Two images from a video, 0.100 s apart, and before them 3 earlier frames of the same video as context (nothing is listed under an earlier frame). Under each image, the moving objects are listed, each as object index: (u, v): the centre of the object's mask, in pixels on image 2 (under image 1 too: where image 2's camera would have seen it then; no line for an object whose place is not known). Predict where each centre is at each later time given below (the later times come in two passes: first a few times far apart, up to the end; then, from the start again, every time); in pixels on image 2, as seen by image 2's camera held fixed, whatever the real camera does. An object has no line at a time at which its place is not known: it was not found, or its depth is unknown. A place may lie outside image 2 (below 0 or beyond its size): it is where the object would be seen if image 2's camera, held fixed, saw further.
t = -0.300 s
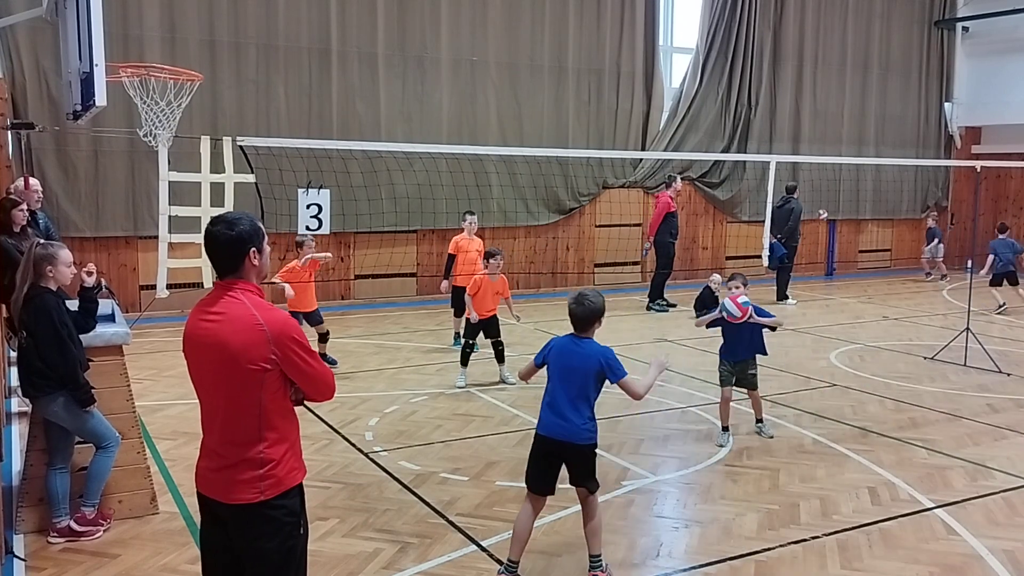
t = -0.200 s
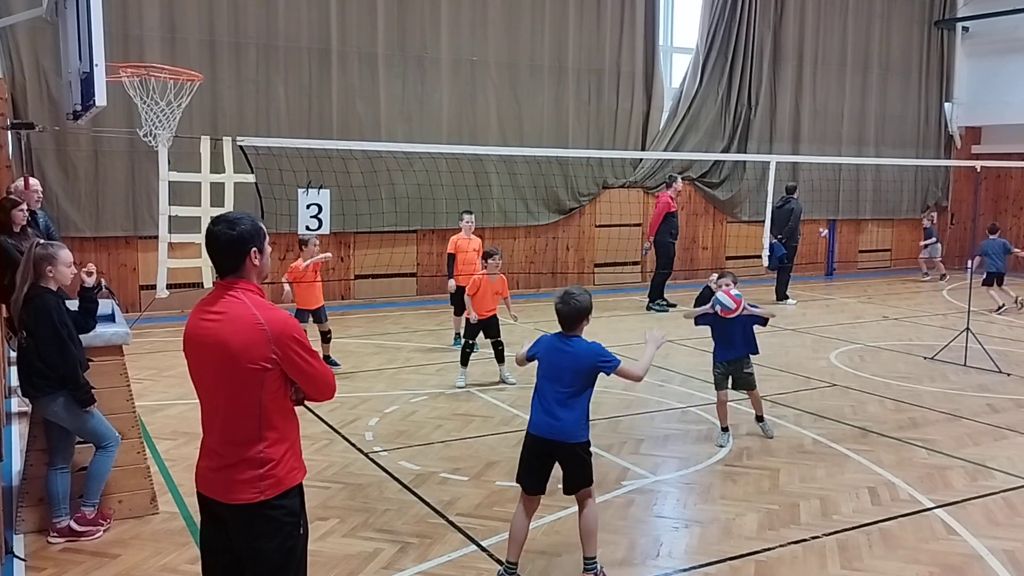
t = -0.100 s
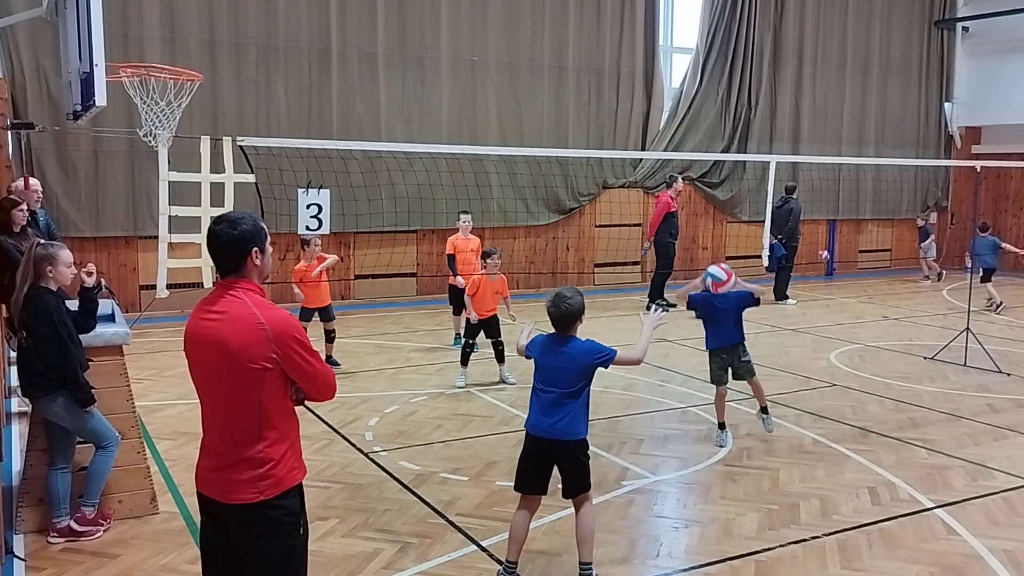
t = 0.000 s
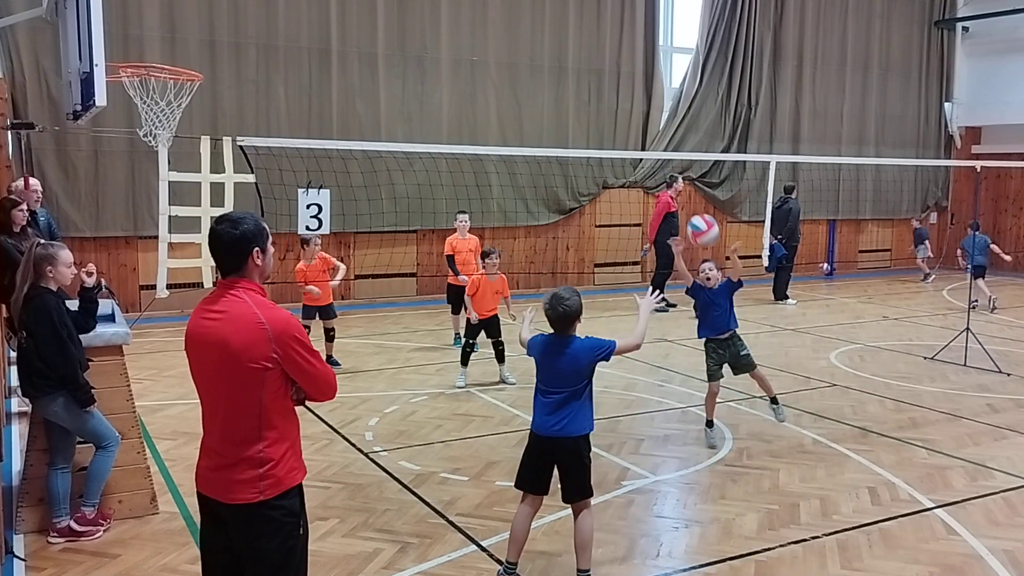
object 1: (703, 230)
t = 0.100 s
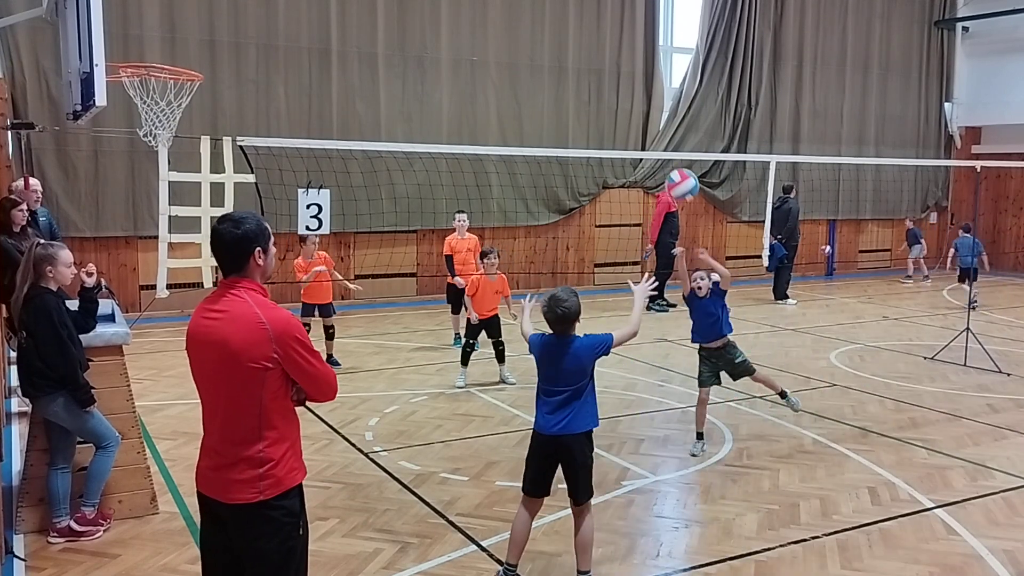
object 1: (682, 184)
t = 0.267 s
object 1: (642, 136)
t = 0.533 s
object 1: (567, 150)
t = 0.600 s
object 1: (545, 174)
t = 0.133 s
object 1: (675, 174)
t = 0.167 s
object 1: (667, 162)
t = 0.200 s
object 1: (659, 152)
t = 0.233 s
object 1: (651, 144)
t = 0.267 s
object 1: (642, 136)
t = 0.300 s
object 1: (634, 132)
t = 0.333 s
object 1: (625, 129)
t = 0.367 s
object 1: (616, 127)
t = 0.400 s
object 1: (607, 128)
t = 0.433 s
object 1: (597, 130)
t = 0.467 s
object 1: (587, 134)
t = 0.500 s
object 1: (578, 141)
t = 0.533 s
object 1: (567, 150)
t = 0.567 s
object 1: (556, 161)
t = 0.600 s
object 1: (545, 174)
